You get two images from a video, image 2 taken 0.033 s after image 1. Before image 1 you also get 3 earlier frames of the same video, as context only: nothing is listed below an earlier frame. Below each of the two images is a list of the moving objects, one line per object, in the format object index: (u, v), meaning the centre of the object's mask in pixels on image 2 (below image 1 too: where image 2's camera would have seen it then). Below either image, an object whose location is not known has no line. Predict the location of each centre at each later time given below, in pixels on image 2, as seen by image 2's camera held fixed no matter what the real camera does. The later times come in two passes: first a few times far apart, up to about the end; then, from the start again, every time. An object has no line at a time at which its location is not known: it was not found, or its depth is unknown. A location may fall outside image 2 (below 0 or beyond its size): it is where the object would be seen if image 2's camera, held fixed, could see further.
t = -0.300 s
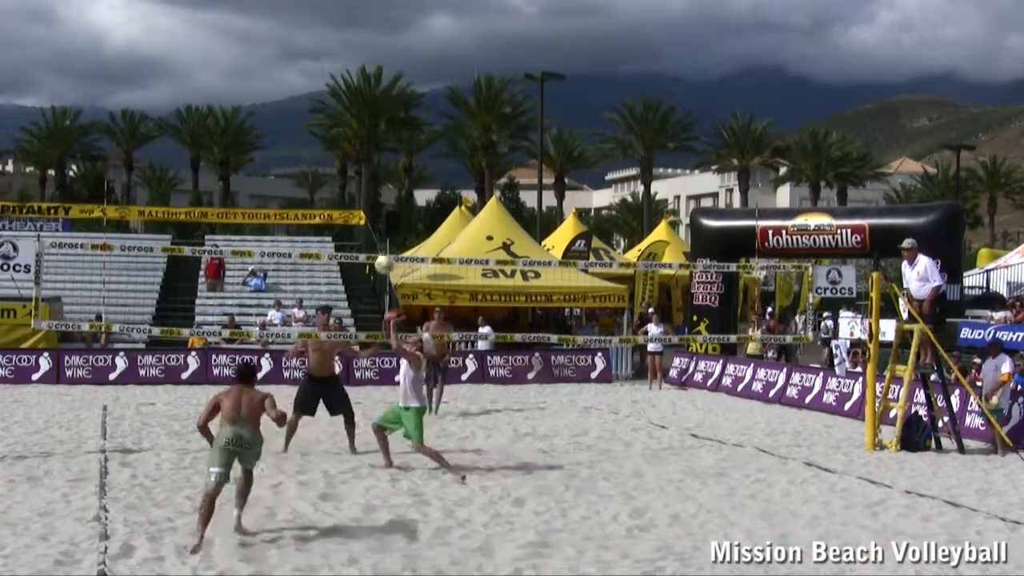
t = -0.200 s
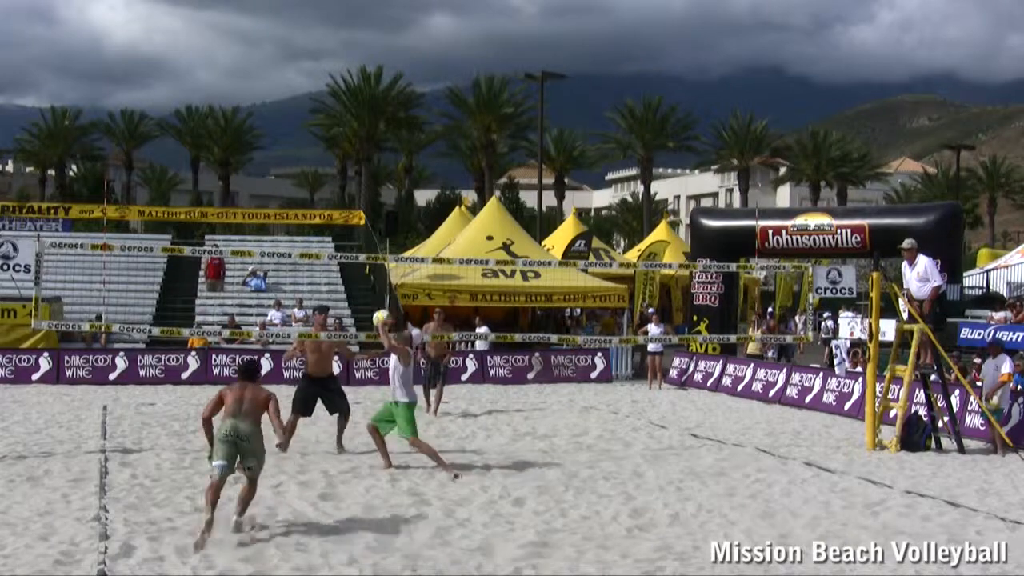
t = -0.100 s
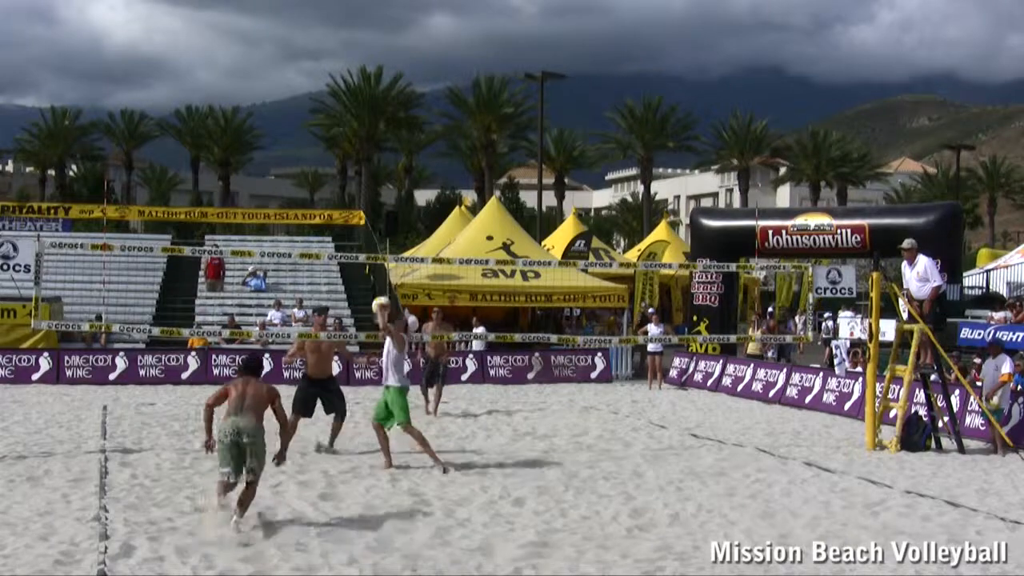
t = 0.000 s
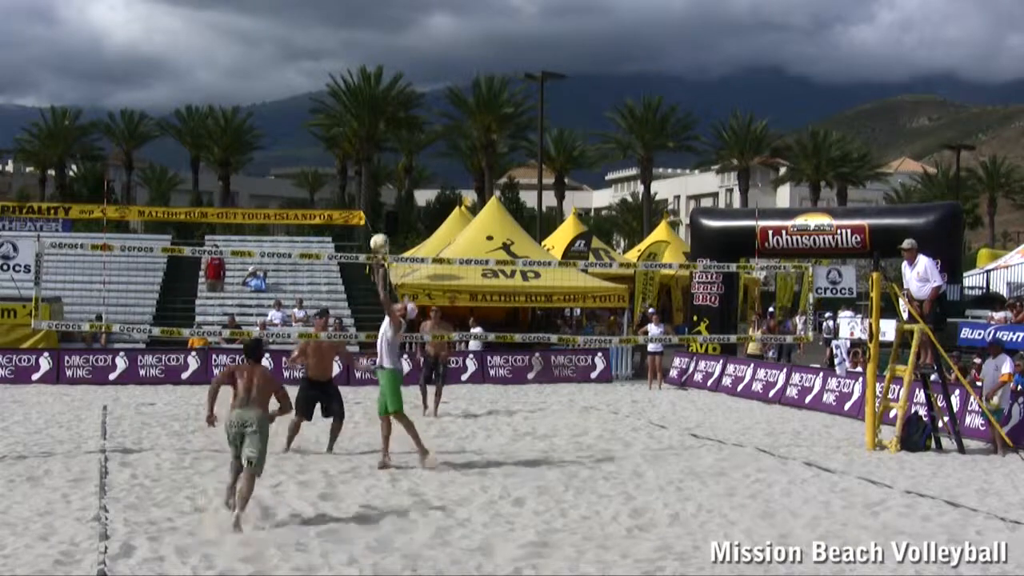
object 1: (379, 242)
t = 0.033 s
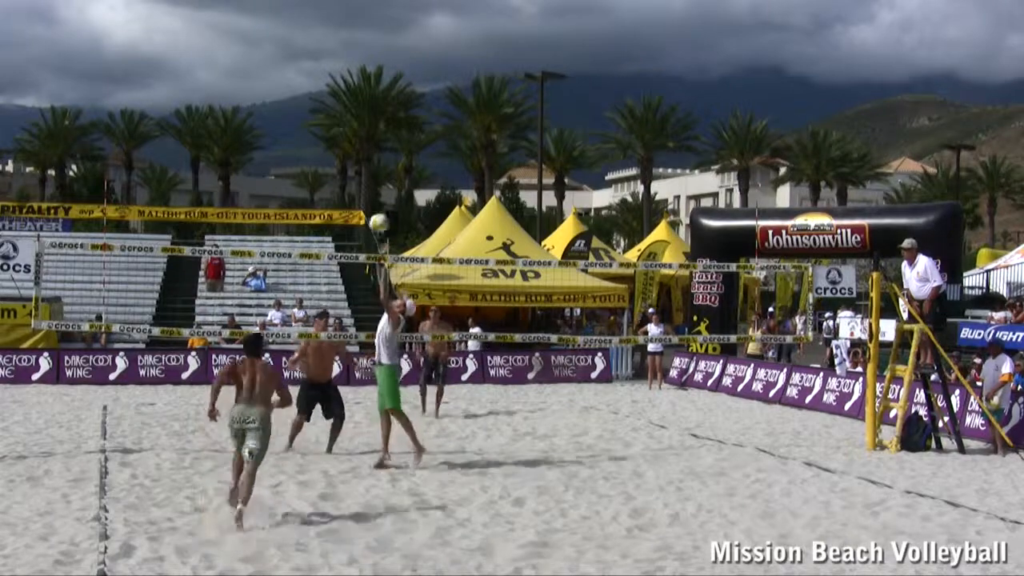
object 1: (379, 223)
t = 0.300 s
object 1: (372, 100)
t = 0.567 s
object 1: (364, 38)
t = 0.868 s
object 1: (357, 43)
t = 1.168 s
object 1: (351, 131)
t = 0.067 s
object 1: (377, 204)
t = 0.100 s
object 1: (376, 186)
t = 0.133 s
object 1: (377, 169)
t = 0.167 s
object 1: (375, 153)
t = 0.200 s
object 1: (374, 139)
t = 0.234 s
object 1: (374, 125)
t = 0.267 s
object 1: (373, 112)
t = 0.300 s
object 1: (372, 100)
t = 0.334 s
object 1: (371, 89)
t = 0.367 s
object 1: (370, 79)
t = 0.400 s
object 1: (369, 69)
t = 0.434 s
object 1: (367, 61)
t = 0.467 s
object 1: (368, 54)
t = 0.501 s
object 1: (367, 48)
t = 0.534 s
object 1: (365, 42)
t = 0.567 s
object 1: (364, 38)
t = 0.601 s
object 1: (365, 35)
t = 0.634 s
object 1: (364, 32)
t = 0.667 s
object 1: (363, 31)
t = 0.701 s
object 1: (362, 31)
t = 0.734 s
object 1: (361, 31)
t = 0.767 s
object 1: (360, 33)
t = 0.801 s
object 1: (359, 36)
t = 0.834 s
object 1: (359, 39)
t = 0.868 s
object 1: (357, 43)
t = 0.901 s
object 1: (356, 48)
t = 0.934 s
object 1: (356, 52)
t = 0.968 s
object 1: (355, 62)
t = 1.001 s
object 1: (354, 72)
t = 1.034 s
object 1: (354, 83)
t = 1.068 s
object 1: (353, 94)
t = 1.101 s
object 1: (352, 105)
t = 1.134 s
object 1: (352, 117)
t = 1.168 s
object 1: (351, 131)
